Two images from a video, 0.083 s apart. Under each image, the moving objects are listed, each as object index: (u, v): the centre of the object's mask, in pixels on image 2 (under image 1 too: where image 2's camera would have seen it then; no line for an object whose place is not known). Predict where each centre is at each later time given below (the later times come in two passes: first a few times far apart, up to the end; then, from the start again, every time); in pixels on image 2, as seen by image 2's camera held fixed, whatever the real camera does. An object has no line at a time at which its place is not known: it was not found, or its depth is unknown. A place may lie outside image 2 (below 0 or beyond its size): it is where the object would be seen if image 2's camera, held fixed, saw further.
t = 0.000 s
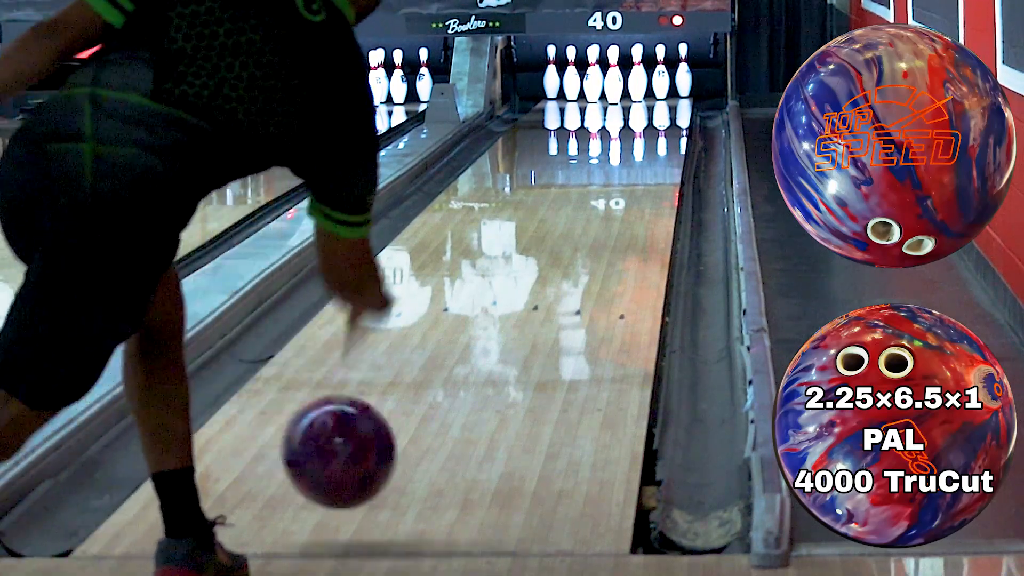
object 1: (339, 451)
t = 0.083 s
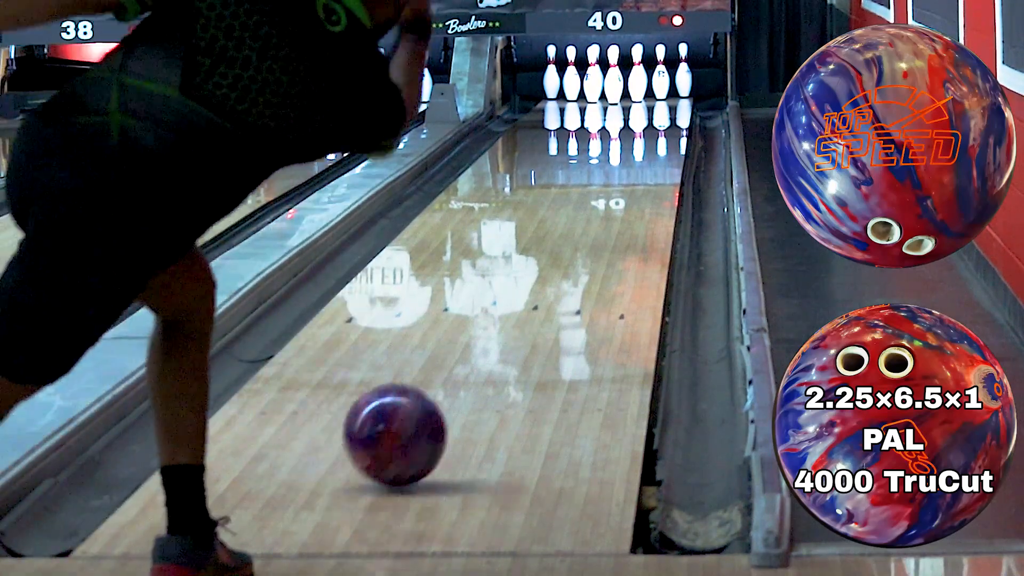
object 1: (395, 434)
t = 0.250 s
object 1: (476, 357)
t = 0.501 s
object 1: (556, 274)
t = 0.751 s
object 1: (608, 219)
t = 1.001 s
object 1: (640, 180)
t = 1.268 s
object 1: (656, 149)
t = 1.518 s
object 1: (658, 128)
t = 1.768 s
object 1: (648, 109)
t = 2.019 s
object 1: (630, 98)
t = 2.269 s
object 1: (615, 87)
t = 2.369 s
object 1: (604, 84)
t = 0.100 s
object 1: (405, 426)
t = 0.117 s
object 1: (414, 418)
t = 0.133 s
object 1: (423, 410)
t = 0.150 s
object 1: (431, 402)
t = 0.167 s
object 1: (440, 394)
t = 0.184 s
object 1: (448, 386)
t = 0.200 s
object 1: (455, 378)
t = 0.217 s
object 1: (463, 371)
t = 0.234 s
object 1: (470, 364)
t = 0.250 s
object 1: (476, 357)
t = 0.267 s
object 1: (483, 350)
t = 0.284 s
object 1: (489, 344)
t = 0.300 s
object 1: (495, 338)
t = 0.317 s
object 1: (501, 331)
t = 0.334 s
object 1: (507, 326)
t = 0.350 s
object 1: (513, 320)
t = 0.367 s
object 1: (518, 315)
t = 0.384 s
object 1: (524, 309)
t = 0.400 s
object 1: (529, 304)
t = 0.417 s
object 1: (534, 299)
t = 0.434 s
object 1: (538, 294)
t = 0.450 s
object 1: (543, 289)
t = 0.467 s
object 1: (547, 284)
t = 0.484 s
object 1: (552, 279)
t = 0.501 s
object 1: (556, 274)
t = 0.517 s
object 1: (560, 270)
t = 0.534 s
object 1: (564, 266)
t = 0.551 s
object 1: (568, 262)
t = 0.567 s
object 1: (572, 257)
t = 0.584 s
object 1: (576, 253)
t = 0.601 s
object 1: (579, 250)
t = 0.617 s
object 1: (583, 246)
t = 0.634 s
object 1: (586, 242)
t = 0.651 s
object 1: (590, 239)
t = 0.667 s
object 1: (593, 236)
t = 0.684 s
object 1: (596, 232)
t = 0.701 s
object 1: (599, 229)
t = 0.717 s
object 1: (602, 226)
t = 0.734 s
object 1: (604, 222)
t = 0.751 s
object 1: (608, 219)
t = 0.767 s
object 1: (610, 216)
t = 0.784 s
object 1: (613, 214)
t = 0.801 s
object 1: (616, 211)
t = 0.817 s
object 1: (618, 208)
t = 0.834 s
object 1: (620, 205)
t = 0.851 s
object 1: (623, 202)
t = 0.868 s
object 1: (625, 199)
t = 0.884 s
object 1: (627, 197)
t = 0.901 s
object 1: (629, 194)
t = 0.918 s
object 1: (632, 191)
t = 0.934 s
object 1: (633, 189)
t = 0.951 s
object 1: (635, 186)
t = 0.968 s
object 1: (636, 184)
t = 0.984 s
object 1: (639, 182)
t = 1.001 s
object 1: (640, 180)
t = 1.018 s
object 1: (641, 177)
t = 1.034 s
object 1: (643, 175)
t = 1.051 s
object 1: (645, 173)
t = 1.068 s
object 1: (645, 171)
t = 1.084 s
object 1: (647, 169)
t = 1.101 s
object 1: (648, 167)
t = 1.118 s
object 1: (649, 165)
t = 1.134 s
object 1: (650, 163)
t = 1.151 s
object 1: (651, 161)
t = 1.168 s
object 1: (652, 160)
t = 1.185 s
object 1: (653, 158)
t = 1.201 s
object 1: (654, 156)
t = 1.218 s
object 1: (654, 154)
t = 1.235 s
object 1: (654, 152)
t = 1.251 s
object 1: (655, 151)
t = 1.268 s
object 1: (656, 149)
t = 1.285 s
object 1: (656, 148)
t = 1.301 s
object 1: (657, 146)
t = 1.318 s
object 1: (657, 144)
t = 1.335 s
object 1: (658, 143)
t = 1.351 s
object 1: (658, 141)
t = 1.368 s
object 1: (658, 140)
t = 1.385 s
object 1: (658, 139)
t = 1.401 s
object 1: (659, 137)
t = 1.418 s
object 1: (658, 136)
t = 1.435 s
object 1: (658, 134)
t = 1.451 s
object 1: (658, 133)
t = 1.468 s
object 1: (658, 131)
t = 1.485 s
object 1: (658, 130)
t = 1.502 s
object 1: (658, 129)
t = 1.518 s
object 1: (658, 128)
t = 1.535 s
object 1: (657, 126)
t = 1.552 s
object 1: (657, 125)
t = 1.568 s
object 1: (657, 123)
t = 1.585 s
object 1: (656, 122)
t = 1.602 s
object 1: (656, 121)
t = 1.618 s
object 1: (655, 120)
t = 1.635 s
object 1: (655, 119)
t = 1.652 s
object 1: (654, 118)
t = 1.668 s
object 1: (653, 117)
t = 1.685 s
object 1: (653, 116)
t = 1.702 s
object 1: (651, 114)
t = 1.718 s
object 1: (651, 113)
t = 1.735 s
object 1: (650, 112)
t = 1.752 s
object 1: (649, 111)
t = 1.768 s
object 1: (648, 109)
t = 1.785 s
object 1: (647, 109)
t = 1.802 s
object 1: (646, 108)
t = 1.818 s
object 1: (644, 107)
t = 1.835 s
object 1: (643, 106)
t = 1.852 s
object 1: (641, 105)
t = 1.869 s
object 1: (640, 104)
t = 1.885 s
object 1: (639, 104)
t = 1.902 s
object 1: (638, 103)
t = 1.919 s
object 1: (637, 102)
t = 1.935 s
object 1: (636, 101)
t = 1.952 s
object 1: (635, 100)
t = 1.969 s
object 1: (633, 100)
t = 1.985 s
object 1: (632, 99)
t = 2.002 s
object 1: (631, 98)
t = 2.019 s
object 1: (630, 98)
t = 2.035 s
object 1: (628, 97)
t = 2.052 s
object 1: (627, 96)
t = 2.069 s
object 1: (626, 95)
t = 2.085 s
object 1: (625, 94)
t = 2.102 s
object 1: (623, 93)
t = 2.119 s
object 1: (622, 93)
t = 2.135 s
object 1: (621, 92)
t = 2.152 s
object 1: (620, 91)
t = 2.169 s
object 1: (619, 90)
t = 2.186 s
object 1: (618, 89)
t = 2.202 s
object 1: (617, 89)
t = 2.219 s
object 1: (617, 88)
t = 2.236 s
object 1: (617, 88)
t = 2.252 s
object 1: (616, 87)
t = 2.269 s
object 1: (615, 87)
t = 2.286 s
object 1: (613, 85)
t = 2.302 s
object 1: (611, 85)
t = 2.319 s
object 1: (609, 84)
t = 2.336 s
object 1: (607, 84)
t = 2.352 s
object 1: (606, 84)
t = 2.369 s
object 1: (604, 84)
